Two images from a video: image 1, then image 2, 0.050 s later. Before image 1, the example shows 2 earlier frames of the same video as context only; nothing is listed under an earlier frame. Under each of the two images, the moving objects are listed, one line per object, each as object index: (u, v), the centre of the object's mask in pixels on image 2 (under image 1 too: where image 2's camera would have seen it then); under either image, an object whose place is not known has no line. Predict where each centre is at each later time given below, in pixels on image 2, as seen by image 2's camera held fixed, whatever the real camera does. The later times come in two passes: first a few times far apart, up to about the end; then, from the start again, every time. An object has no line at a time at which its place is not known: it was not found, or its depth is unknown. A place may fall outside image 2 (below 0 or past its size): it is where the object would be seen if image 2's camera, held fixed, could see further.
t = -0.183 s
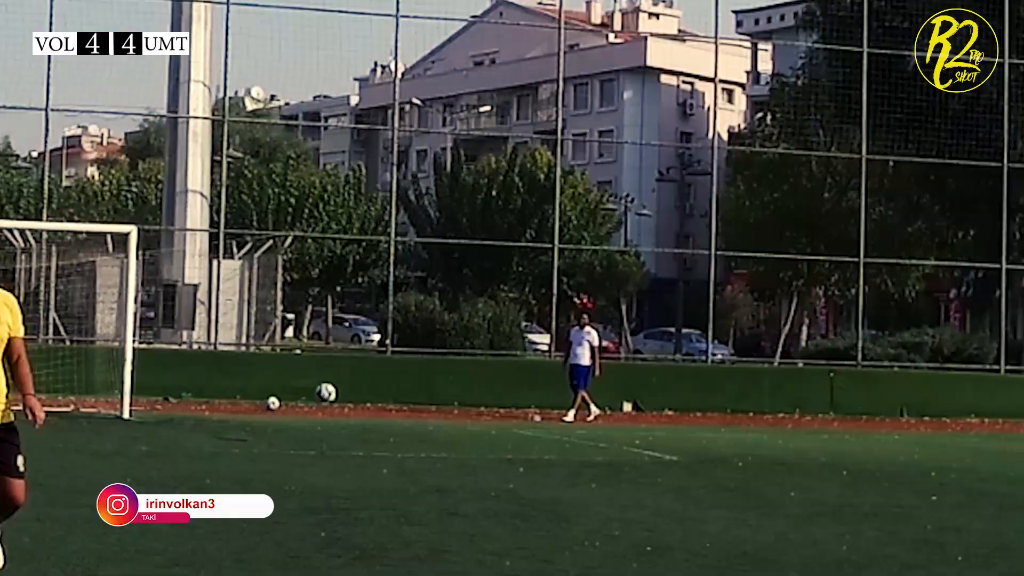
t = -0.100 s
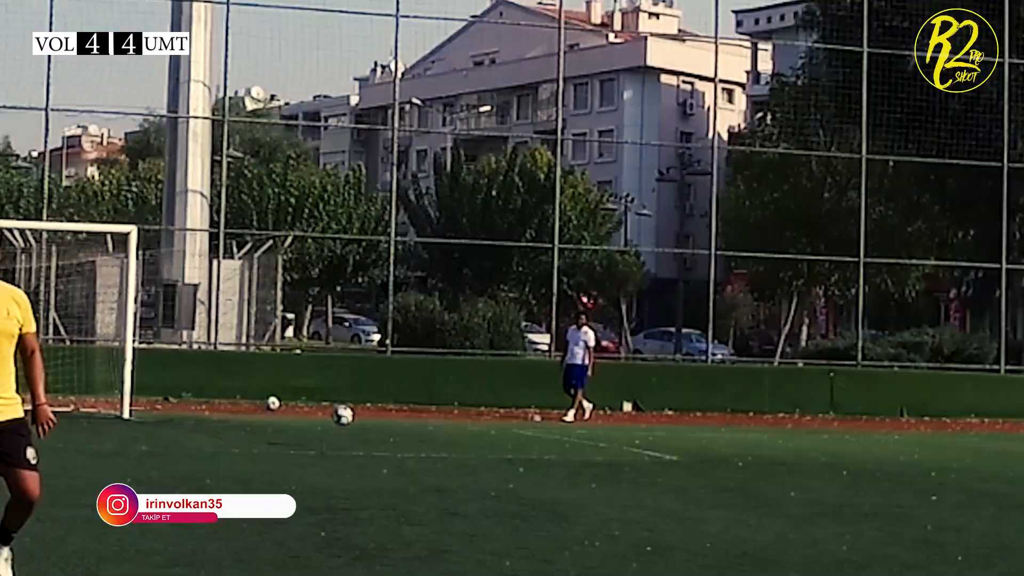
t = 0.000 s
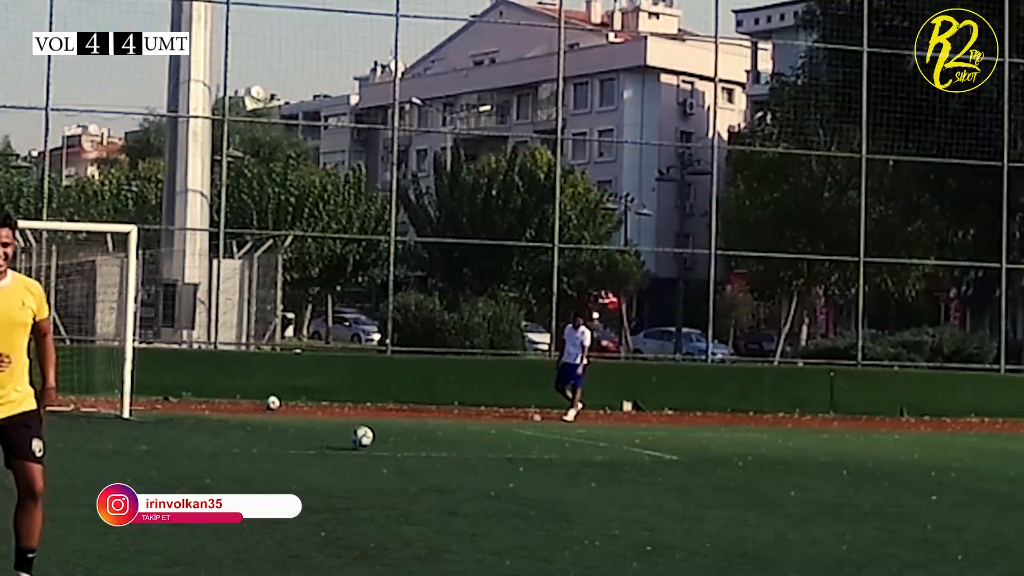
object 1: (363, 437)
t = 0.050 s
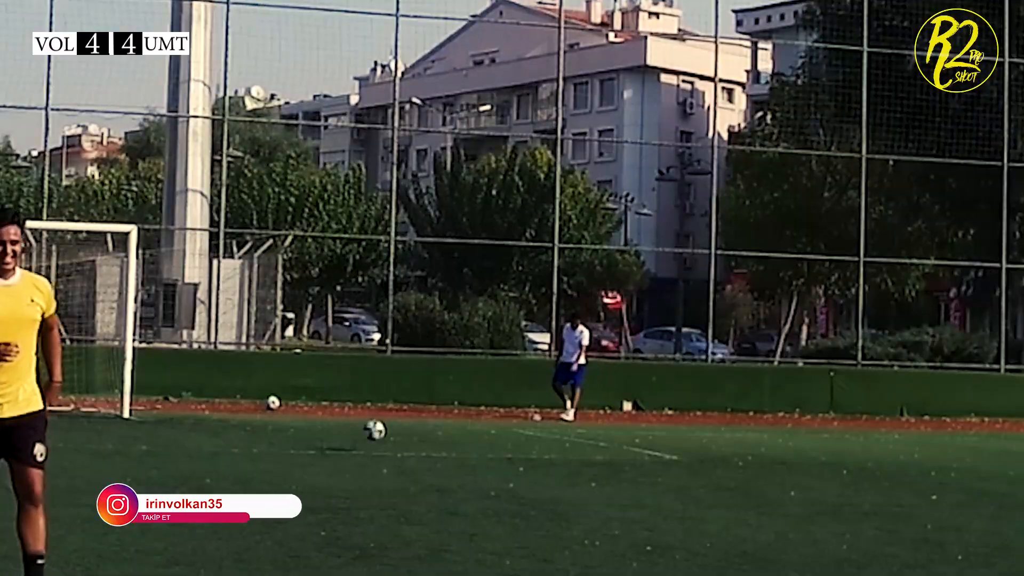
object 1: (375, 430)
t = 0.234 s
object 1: (417, 423)
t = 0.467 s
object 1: (474, 454)
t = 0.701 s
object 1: (536, 448)
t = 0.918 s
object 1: (598, 470)
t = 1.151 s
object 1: (671, 479)
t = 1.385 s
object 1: (752, 495)
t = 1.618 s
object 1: (836, 505)
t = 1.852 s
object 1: (928, 517)
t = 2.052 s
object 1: (1009, 526)
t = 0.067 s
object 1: (379, 428)
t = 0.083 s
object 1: (383, 427)
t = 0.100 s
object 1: (386, 425)
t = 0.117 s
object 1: (390, 424)
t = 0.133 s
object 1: (393, 422)
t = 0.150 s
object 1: (398, 422)
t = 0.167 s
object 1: (402, 422)
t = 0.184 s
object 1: (406, 423)
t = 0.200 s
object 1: (410, 422)
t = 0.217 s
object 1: (413, 423)
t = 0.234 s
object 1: (417, 423)
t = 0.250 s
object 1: (421, 424)
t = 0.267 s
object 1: (425, 425)
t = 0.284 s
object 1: (429, 427)
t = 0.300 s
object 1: (434, 429)
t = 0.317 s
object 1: (437, 432)
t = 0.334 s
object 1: (441, 434)
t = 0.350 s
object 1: (445, 437)
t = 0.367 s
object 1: (449, 439)
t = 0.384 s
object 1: (453, 443)
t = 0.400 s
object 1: (457, 446)
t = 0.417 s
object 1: (461, 451)
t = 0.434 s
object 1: (466, 455)
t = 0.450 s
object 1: (470, 456)
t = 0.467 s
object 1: (474, 454)
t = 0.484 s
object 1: (479, 452)
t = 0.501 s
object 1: (482, 449)
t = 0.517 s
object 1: (487, 447)
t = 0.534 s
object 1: (491, 446)
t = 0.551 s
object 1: (496, 445)
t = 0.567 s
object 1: (500, 445)
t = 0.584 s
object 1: (505, 444)
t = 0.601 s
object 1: (510, 444)
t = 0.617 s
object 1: (514, 444)
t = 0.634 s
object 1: (519, 444)
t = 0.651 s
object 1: (523, 445)
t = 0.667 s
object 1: (527, 445)
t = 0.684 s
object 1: (531, 447)
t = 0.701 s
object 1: (536, 448)
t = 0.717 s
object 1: (541, 450)
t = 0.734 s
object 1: (546, 452)
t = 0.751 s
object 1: (551, 455)
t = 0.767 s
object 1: (555, 458)
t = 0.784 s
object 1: (560, 461)
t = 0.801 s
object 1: (564, 464)
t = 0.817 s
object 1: (568, 468)
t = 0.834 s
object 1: (573, 472)
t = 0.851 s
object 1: (578, 472)
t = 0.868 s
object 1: (583, 471)
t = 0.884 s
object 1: (589, 470)
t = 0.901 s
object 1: (594, 470)
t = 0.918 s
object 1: (598, 470)
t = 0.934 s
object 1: (603, 470)
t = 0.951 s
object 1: (608, 470)
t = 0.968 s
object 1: (613, 470)
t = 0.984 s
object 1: (618, 470)
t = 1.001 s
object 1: (624, 472)
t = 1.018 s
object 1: (629, 474)
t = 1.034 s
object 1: (635, 475)
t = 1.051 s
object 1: (639, 478)
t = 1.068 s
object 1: (644, 481)
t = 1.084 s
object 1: (649, 482)
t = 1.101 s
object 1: (654, 481)
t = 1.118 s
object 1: (659, 480)
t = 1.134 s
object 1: (665, 479)
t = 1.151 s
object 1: (671, 479)
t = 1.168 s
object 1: (677, 479)
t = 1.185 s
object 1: (683, 480)
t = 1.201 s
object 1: (689, 480)
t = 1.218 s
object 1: (694, 482)
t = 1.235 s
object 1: (700, 484)
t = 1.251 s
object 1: (705, 485)
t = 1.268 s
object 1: (711, 487)
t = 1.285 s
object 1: (716, 489)
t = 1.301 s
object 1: (722, 491)
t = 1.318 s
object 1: (728, 491)
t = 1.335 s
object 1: (735, 492)
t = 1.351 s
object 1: (741, 492)
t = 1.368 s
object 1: (746, 493)
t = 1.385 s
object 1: (752, 495)
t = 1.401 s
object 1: (758, 496)
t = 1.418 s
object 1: (763, 496)
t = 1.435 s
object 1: (769, 497)
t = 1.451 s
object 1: (776, 497)
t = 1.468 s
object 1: (781, 498)
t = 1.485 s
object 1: (788, 499)
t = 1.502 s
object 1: (794, 500)
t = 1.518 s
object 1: (800, 501)
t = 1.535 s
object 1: (806, 501)
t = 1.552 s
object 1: (812, 502)
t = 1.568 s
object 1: (818, 503)
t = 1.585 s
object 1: (824, 504)
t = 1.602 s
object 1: (830, 505)
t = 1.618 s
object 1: (836, 505)
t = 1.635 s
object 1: (843, 506)
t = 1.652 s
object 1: (849, 508)
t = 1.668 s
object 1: (856, 508)
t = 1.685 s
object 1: (863, 509)
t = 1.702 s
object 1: (869, 510)
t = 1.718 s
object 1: (875, 510)
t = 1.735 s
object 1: (881, 512)
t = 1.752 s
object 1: (888, 512)
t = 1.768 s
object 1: (894, 512)
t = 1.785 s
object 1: (901, 513)
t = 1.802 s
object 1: (907, 514)
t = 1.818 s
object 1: (914, 515)
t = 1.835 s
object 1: (921, 517)
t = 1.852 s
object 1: (928, 517)
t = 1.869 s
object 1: (935, 518)
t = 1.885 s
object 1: (941, 519)
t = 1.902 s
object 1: (948, 519)
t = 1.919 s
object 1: (954, 519)
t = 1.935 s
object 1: (960, 520)
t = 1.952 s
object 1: (967, 520)
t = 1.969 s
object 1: (974, 521)
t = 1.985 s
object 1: (981, 522)
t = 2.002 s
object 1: (988, 524)
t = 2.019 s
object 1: (995, 526)
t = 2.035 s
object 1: (1003, 526)
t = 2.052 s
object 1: (1009, 526)
